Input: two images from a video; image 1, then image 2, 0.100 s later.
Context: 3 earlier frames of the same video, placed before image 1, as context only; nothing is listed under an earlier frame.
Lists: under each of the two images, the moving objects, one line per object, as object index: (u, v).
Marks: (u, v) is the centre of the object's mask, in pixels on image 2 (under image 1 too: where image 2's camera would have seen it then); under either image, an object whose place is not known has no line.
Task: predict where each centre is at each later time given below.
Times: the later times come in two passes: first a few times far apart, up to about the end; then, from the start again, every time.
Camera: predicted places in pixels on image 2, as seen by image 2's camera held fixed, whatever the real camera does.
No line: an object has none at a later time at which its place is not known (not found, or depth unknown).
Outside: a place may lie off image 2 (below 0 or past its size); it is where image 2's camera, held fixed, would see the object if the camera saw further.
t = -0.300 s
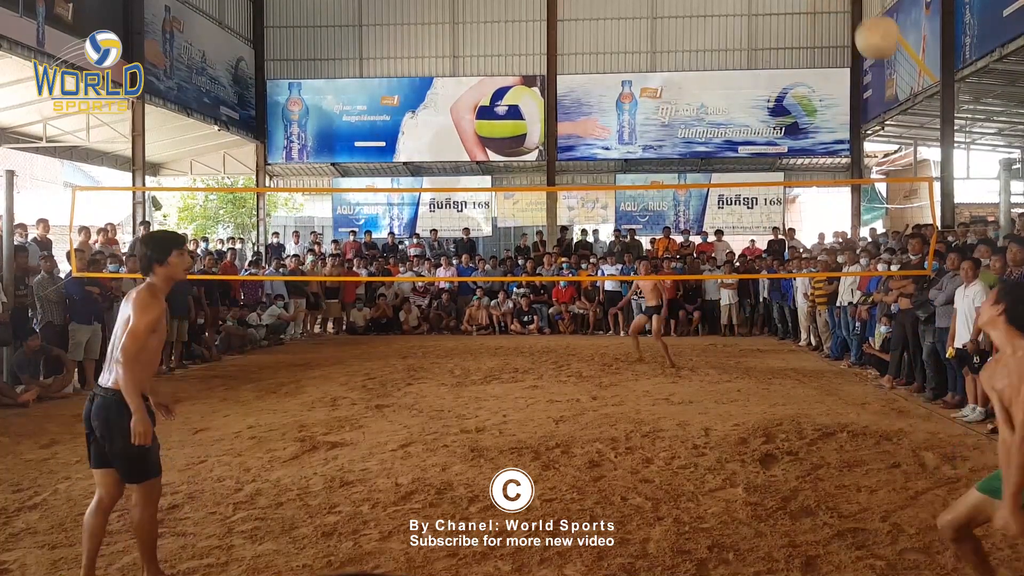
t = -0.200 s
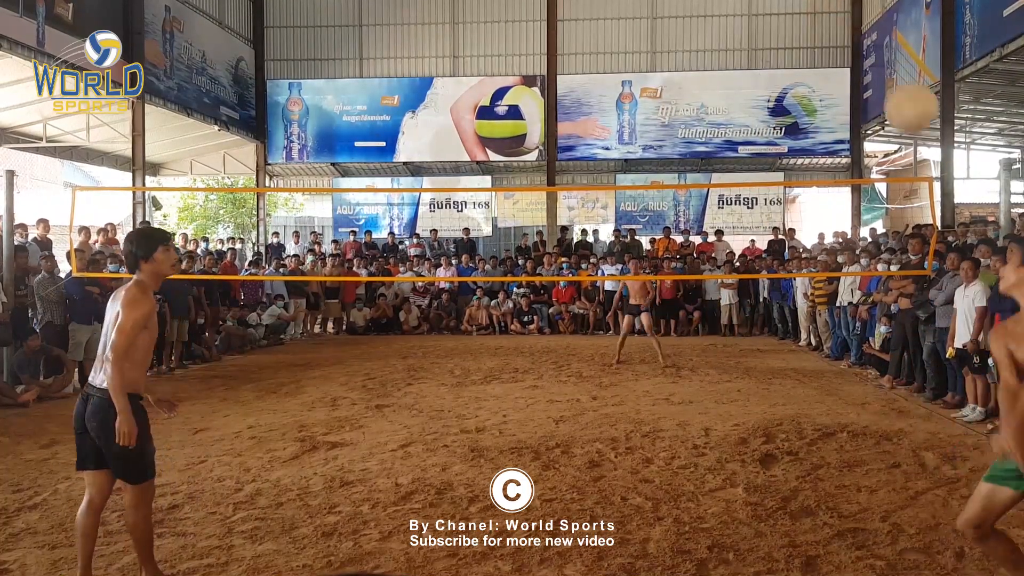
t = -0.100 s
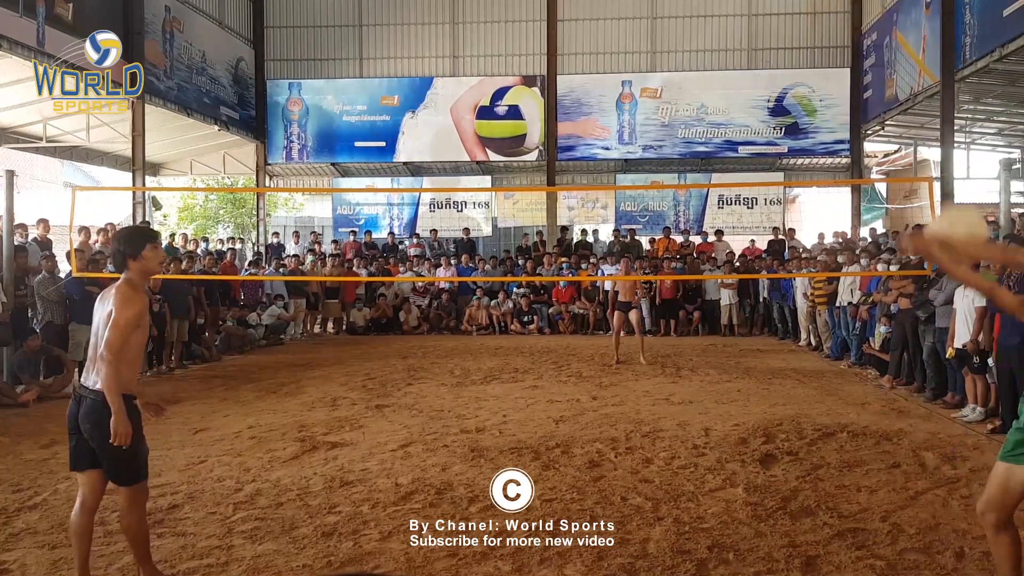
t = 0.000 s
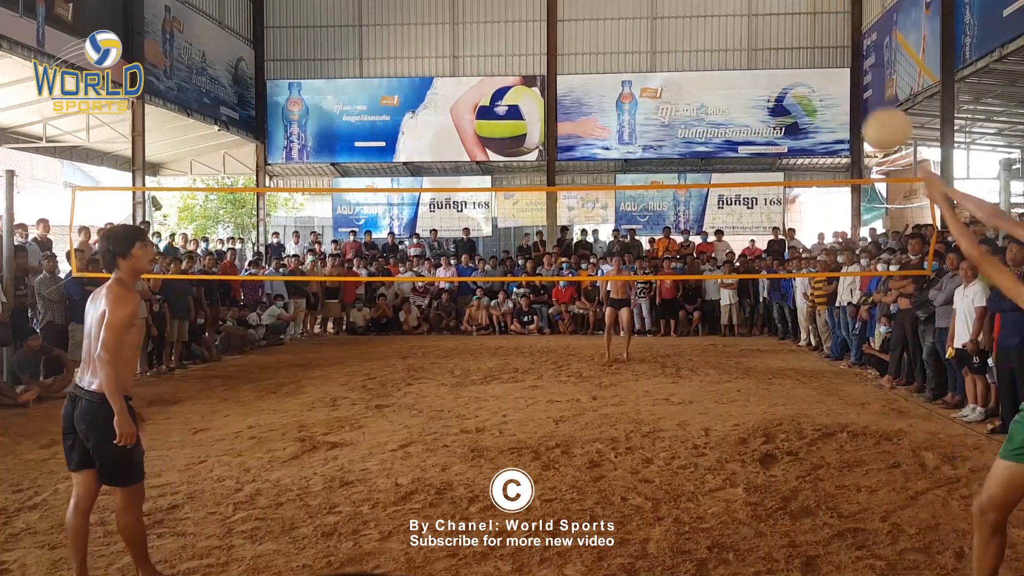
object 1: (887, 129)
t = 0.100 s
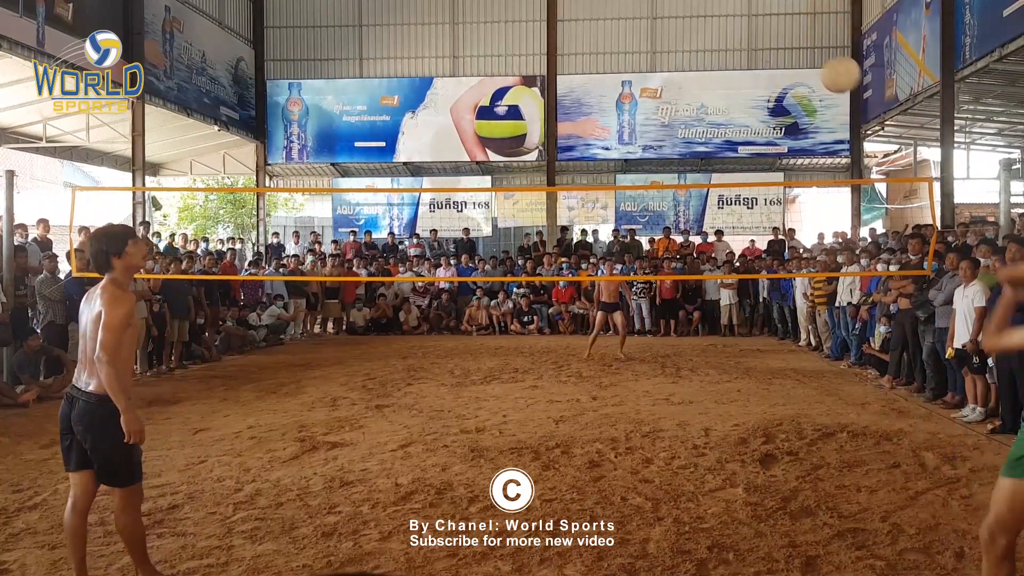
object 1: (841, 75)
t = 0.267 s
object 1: (791, 49)
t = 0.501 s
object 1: (751, 78)
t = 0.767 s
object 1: (726, 151)
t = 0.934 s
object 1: (717, 207)
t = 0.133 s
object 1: (828, 64)
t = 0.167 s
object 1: (818, 57)
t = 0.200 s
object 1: (807, 53)
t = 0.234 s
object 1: (799, 49)
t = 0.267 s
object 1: (791, 49)
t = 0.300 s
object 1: (784, 50)
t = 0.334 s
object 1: (777, 52)
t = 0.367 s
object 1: (771, 55)
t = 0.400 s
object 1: (765, 59)
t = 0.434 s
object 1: (760, 64)
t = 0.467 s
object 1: (756, 71)
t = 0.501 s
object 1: (751, 78)
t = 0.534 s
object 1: (747, 85)
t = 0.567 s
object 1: (743, 92)
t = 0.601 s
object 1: (740, 101)
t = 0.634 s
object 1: (737, 110)
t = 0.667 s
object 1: (733, 120)
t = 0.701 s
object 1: (732, 129)
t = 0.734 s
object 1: (728, 140)
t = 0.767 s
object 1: (726, 151)
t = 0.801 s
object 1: (724, 161)
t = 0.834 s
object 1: (722, 172)
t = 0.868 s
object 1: (720, 182)
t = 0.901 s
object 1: (718, 195)
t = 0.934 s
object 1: (717, 207)
